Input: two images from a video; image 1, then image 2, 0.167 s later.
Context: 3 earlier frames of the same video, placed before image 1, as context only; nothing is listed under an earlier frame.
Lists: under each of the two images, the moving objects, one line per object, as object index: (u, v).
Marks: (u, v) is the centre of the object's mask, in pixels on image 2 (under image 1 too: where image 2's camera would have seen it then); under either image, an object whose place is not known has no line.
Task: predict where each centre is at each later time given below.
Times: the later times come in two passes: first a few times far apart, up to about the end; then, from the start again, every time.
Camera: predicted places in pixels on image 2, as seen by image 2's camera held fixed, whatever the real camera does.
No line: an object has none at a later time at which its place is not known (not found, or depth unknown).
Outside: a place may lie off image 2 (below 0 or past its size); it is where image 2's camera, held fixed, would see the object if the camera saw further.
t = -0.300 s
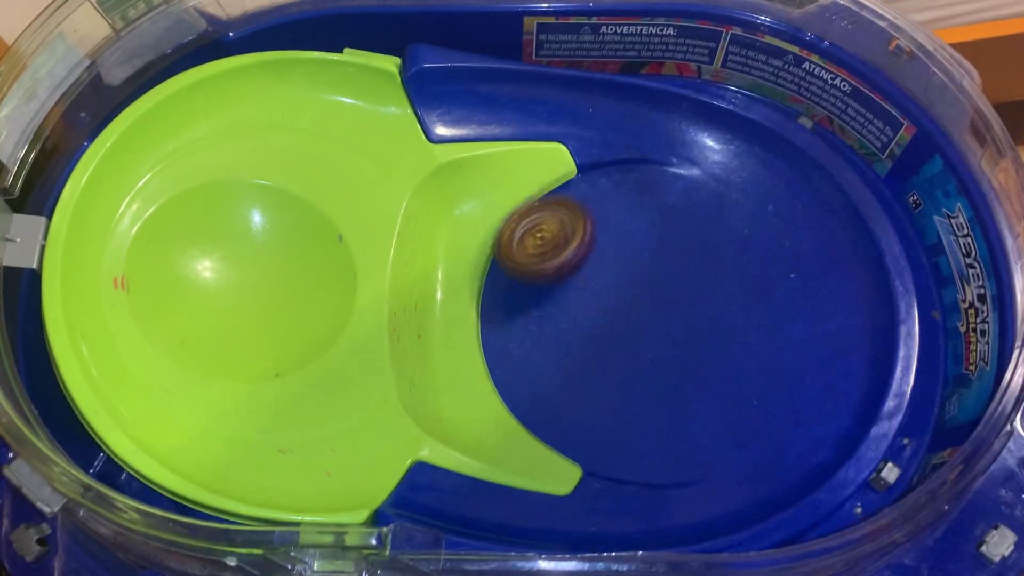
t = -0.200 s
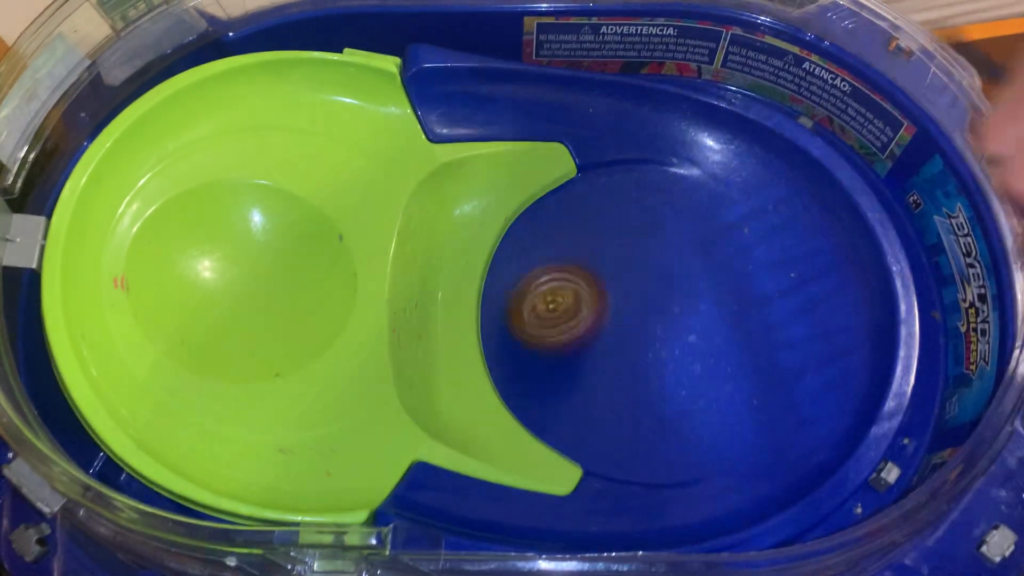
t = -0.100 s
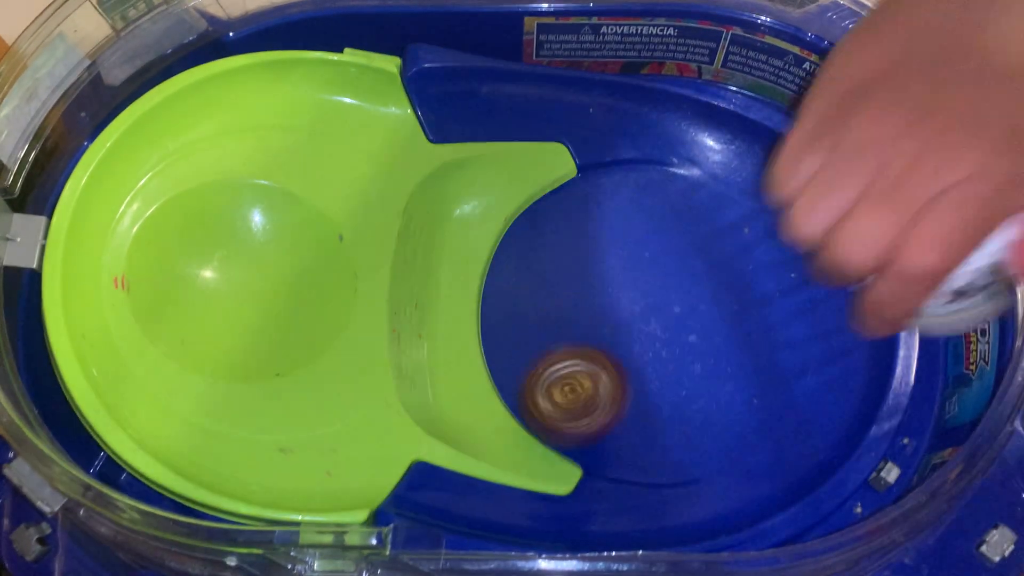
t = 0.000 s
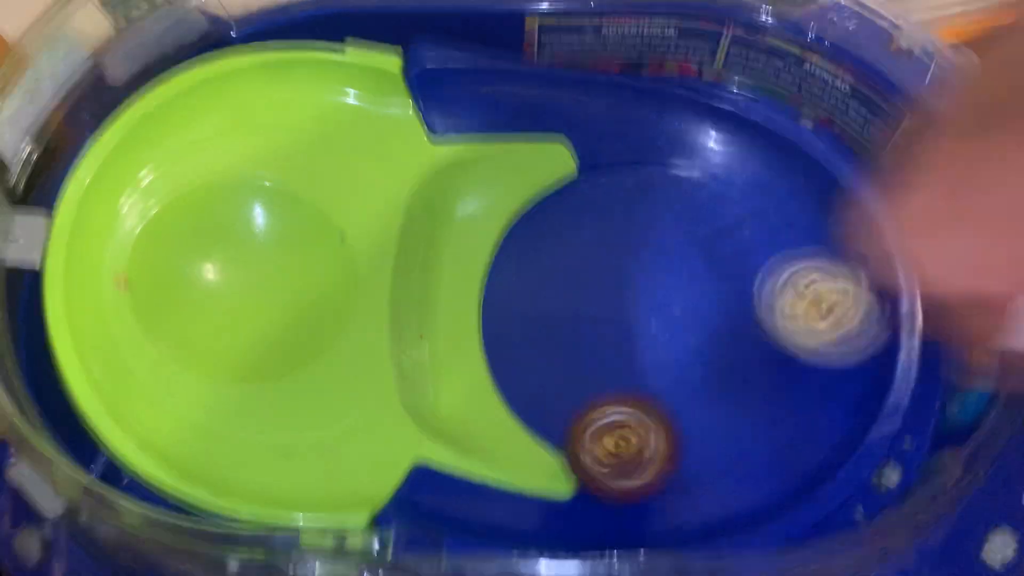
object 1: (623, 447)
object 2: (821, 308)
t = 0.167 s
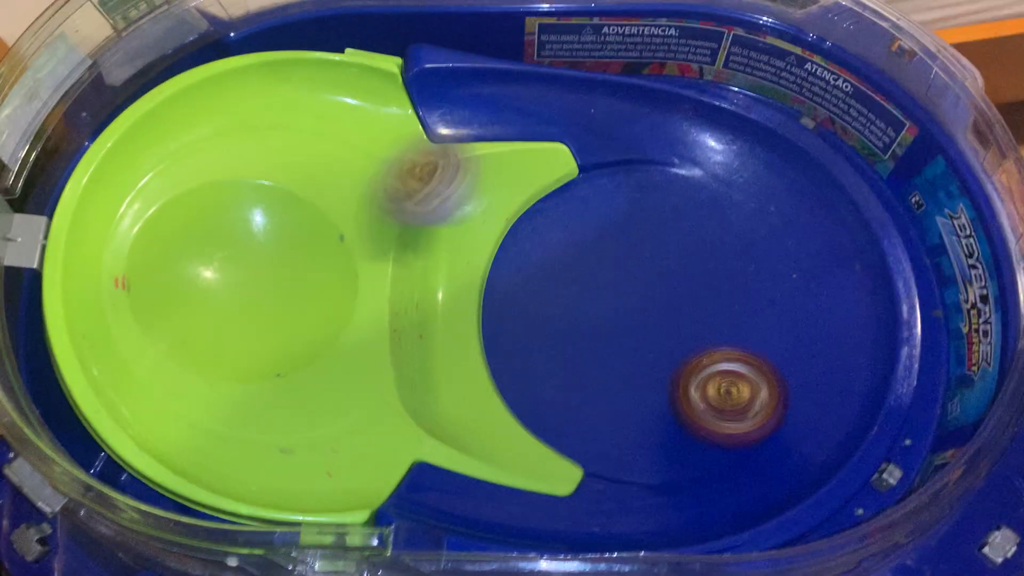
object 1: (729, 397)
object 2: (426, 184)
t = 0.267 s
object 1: (716, 343)
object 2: (253, 173)
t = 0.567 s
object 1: (505, 290)
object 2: (359, 361)
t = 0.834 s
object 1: (737, 228)
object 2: (779, 419)
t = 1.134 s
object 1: (533, 102)
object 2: (669, 248)
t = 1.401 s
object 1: (278, 257)
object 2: (483, 409)
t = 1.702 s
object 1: (432, 268)
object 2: (838, 342)
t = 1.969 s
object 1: (607, 286)
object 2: (569, 173)
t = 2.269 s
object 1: (745, 219)
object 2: (655, 503)
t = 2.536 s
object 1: (674, 222)
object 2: (791, 160)
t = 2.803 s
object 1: (712, 390)
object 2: (318, 220)
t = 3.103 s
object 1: (778, 295)
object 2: (383, 355)
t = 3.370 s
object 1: (576, 254)
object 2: (729, 379)
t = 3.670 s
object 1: (535, 330)
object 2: (720, 229)
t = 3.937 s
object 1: (662, 405)
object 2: (610, 226)
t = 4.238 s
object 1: (762, 298)
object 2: (619, 306)
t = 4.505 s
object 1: (665, 198)
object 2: (663, 355)
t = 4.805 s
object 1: (568, 334)
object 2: (694, 294)
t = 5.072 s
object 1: (669, 433)
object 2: (645, 266)
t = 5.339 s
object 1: (824, 341)
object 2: (574, 278)
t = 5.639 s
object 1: (682, 219)
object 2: (519, 281)
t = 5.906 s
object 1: (779, 310)
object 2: (474, 365)
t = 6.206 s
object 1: (770, 267)
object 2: (480, 278)
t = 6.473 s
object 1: (607, 359)
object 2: (499, 232)
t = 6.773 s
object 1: (577, 418)
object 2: (696, 296)
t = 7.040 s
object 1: (590, 335)
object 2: (792, 213)
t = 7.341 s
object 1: (536, 231)
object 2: (644, 417)
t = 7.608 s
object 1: (634, 266)
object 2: (702, 412)
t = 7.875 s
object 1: (776, 189)
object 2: (607, 411)
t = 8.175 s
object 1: (714, 267)
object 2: (578, 308)
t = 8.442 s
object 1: (628, 441)
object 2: (679, 236)
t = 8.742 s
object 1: (583, 312)
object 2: (769, 295)
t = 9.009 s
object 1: (558, 214)
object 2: (648, 351)
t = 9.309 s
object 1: (700, 248)
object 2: (536, 283)
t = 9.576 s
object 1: (784, 348)
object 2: (558, 260)
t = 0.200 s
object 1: (732, 379)
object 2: (364, 173)
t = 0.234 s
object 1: (728, 361)
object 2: (309, 172)
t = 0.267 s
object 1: (716, 343)
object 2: (253, 173)
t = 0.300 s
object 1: (698, 326)
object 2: (202, 182)
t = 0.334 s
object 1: (675, 312)
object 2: (165, 193)
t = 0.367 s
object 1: (648, 299)
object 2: (144, 213)
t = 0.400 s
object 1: (618, 288)
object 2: (137, 243)
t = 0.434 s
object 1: (586, 281)
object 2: (155, 273)
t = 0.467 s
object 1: (555, 278)
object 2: (198, 304)
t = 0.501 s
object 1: (523, 279)
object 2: (249, 343)
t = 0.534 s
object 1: (492, 284)
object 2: (301, 352)
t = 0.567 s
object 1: (505, 290)
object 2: (359, 361)
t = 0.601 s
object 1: (522, 305)
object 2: (424, 365)
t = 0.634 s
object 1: (546, 318)
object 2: (483, 379)
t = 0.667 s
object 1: (582, 307)
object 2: (519, 410)
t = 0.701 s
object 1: (623, 291)
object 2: (564, 425)
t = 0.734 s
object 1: (660, 275)
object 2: (611, 442)
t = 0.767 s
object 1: (691, 260)
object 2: (665, 441)
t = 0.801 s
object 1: (718, 244)
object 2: (723, 433)
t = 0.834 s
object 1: (737, 228)
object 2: (779, 419)
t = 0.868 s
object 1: (753, 213)
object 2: (828, 395)
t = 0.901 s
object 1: (761, 197)
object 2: (851, 348)
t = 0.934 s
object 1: (762, 187)
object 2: (858, 298)
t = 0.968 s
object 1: (756, 179)
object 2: (859, 260)
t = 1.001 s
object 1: (736, 167)
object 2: (832, 232)
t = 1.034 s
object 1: (688, 140)
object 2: (802, 227)
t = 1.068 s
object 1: (637, 122)
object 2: (765, 228)
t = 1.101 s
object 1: (586, 109)
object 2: (716, 235)
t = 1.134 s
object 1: (533, 102)
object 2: (669, 248)
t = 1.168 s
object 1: (484, 105)
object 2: (617, 266)
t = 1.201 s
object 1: (440, 119)
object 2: (564, 288)
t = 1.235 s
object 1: (399, 144)
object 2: (519, 314)
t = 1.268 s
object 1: (362, 164)
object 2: (480, 338)
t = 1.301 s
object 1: (335, 184)
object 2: (450, 362)
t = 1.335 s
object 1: (316, 204)
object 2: (455, 374)
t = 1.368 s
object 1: (299, 233)
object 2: (467, 388)
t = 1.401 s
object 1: (278, 257)
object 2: (483, 409)
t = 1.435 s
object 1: (263, 278)
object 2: (505, 424)
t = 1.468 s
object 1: (258, 296)
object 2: (541, 428)
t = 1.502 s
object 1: (267, 309)
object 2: (579, 427)
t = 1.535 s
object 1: (285, 315)
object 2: (620, 425)
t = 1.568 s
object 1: (311, 309)
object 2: (665, 418)
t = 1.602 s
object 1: (339, 295)
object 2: (714, 404)
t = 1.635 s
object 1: (366, 280)
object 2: (761, 388)
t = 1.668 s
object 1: (397, 270)
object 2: (803, 369)
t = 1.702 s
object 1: (432, 268)
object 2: (838, 342)
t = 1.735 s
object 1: (462, 269)
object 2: (858, 305)
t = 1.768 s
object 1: (485, 263)
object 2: (854, 263)
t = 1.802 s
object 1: (508, 265)
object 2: (840, 224)
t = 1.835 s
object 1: (530, 267)
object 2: (806, 196)
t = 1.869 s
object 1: (552, 273)
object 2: (754, 172)
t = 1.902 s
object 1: (569, 279)
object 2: (689, 161)
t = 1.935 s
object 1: (588, 284)
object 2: (629, 159)
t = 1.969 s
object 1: (607, 286)
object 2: (569, 173)
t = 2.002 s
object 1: (623, 285)
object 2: (511, 202)
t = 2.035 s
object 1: (643, 283)
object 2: (462, 240)
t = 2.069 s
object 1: (663, 281)
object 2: (452, 287)
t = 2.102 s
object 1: (682, 276)
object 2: (461, 340)
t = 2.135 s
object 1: (701, 267)
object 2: (476, 390)
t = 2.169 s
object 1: (718, 258)
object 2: (517, 413)
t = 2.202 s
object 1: (730, 246)
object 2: (559, 445)
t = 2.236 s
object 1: (740, 233)
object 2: (603, 482)
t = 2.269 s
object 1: (745, 219)
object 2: (655, 503)
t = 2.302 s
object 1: (744, 209)
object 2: (718, 498)
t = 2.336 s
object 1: (740, 200)
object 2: (769, 474)
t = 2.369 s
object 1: (732, 194)
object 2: (808, 439)
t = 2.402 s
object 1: (721, 191)
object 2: (850, 390)
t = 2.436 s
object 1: (709, 193)
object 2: (872, 330)
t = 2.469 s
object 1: (698, 199)
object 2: (866, 269)
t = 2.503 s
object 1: (685, 208)
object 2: (834, 212)
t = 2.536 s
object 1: (674, 222)
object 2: (791, 160)
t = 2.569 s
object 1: (667, 240)
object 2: (726, 128)
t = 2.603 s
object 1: (662, 262)
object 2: (651, 108)
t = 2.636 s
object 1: (660, 283)
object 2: (578, 102)
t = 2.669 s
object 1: (661, 307)
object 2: (510, 110)
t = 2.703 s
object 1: (667, 330)
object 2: (455, 127)
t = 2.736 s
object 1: (677, 351)
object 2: (394, 162)
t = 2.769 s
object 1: (692, 371)
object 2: (354, 187)
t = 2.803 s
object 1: (712, 390)
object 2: (318, 220)
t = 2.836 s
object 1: (731, 402)
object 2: (287, 262)
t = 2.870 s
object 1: (753, 407)
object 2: (258, 293)
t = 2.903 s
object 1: (775, 404)
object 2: (243, 317)
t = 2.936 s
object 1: (794, 396)
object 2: (242, 333)
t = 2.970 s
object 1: (807, 381)
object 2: (252, 341)
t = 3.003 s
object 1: (812, 359)
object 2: (275, 347)
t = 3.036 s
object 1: (810, 335)
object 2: (305, 347)
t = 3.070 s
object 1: (799, 313)
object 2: (344, 348)
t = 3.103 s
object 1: (778, 295)
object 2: (383, 355)
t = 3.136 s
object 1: (752, 282)
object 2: (434, 361)
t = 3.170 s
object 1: (723, 275)
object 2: (481, 376)
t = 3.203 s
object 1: (692, 273)
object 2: (536, 369)
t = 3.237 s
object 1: (659, 274)
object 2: (584, 367)
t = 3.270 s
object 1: (634, 266)
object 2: (625, 375)
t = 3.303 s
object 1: (616, 258)
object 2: (662, 384)
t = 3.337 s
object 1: (597, 253)
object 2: (699, 383)
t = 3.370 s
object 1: (576, 254)
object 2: (729, 379)
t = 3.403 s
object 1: (552, 257)
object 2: (752, 367)
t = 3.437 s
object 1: (532, 265)
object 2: (769, 352)
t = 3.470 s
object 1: (512, 272)
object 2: (775, 334)
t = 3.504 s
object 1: (497, 280)
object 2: (775, 311)
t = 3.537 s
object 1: (501, 290)
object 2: (772, 290)
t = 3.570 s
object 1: (511, 303)
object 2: (763, 269)
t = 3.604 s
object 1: (518, 314)
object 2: (754, 252)
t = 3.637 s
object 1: (526, 323)
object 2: (737, 240)
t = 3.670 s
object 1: (535, 330)
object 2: (720, 229)
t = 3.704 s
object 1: (551, 338)
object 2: (701, 225)
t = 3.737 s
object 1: (567, 343)
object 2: (678, 225)
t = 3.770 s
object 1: (584, 346)
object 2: (659, 226)
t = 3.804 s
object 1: (602, 346)
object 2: (642, 237)
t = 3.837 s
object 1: (615, 353)
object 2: (629, 239)
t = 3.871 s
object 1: (628, 377)
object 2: (625, 230)
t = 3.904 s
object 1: (641, 393)
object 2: (618, 227)
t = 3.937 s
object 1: (662, 405)
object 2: (610, 226)
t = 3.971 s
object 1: (685, 411)
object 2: (604, 229)
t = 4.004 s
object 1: (709, 412)
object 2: (598, 237)
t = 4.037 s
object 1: (730, 406)
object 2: (592, 244)
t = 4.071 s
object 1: (751, 394)
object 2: (591, 252)
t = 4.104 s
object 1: (765, 379)
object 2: (593, 263)
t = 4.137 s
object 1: (773, 360)
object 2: (595, 275)
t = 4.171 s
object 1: (775, 340)
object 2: (600, 284)
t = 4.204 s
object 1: (772, 318)
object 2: (609, 294)
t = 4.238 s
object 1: (762, 298)
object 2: (619, 306)
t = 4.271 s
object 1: (749, 282)
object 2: (630, 312)
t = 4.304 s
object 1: (744, 263)
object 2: (631, 318)
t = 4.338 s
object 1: (742, 245)
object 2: (630, 325)
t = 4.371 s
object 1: (733, 228)
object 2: (632, 335)
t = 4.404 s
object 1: (720, 214)
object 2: (637, 343)
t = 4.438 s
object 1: (702, 204)
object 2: (643, 349)
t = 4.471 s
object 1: (684, 198)
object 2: (652, 352)
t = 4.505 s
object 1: (665, 198)
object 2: (663, 355)
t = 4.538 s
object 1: (646, 201)
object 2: (672, 356)
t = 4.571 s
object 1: (628, 209)
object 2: (680, 355)
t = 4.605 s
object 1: (612, 222)
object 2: (687, 349)
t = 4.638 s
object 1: (599, 237)
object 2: (693, 342)
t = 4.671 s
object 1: (589, 255)
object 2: (696, 334)
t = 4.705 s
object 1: (581, 275)
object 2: (696, 323)
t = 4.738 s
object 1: (576, 296)
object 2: (694, 314)
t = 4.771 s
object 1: (575, 316)
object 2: (689, 305)
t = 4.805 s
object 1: (568, 334)
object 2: (694, 294)
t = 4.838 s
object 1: (567, 354)
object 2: (696, 284)
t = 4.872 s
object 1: (571, 373)
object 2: (695, 275)
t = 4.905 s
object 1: (579, 393)
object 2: (690, 267)
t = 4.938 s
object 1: (592, 409)
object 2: (684, 262)
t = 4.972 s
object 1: (610, 422)
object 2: (674, 260)
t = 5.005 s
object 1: (628, 431)
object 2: (663, 259)
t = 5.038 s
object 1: (648, 434)
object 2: (655, 261)
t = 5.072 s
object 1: (669, 433)
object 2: (645, 266)
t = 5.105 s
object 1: (687, 427)
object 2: (638, 274)
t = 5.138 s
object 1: (705, 415)
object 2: (633, 284)
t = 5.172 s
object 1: (720, 399)
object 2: (630, 298)
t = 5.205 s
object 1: (729, 380)
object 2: (630, 310)
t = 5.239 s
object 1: (742, 369)
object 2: (625, 312)
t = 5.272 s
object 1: (777, 367)
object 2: (605, 297)
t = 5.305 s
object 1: (804, 357)
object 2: (589, 286)
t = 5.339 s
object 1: (824, 341)
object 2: (574, 278)
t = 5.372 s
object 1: (837, 317)
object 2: (563, 274)
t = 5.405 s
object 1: (841, 293)
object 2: (553, 273)
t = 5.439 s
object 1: (837, 269)
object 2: (545, 273)
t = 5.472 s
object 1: (824, 245)
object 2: (538, 275)
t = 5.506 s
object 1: (803, 227)
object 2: (533, 276)
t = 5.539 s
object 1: (775, 214)
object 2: (528, 277)
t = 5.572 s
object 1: (743, 208)
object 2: (524, 279)
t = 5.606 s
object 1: (712, 211)
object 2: (520, 279)
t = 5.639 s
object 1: (682, 219)
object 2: (519, 281)
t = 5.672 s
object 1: (654, 231)
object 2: (520, 283)
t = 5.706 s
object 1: (625, 248)
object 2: (522, 285)
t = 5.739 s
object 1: (643, 264)
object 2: (496, 289)
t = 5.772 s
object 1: (678, 277)
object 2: (491, 297)
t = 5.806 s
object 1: (712, 292)
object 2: (483, 313)
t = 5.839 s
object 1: (739, 302)
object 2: (480, 337)
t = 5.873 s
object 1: (760, 308)
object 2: (476, 365)
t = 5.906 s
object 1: (779, 310)
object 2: (474, 365)
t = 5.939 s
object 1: (798, 311)
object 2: (473, 364)
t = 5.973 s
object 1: (812, 305)
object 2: (474, 357)
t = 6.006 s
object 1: (823, 296)
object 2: (474, 350)
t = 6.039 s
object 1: (826, 286)
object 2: (475, 342)
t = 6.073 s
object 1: (824, 278)
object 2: (478, 330)
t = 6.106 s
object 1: (818, 269)
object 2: (479, 316)
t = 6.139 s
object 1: (806, 265)
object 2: (480, 302)
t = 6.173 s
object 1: (790, 264)
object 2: (480, 290)
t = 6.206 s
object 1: (770, 267)
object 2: (480, 278)
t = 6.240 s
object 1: (750, 274)
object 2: (483, 266)
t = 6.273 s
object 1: (730, 282)
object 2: (484, 254)
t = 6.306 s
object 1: (707, 292)
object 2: (486, 244)
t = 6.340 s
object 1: (685, 303)
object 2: (486, 237)
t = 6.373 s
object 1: (663, 317)
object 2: (487, 235)
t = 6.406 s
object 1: (644, 330)
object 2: (491, 233)
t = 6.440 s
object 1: (625, 344)
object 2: (495, 232)
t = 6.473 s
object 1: (607, 359)
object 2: (499, 232)
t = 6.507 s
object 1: (591, 374)
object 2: (504, 236)
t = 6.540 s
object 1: (580, 387)
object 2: (517, 249)
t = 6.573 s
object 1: (571, 399)
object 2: (532, 261)
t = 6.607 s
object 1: (567, 408)
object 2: (549, 269)
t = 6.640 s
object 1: (571, 411)
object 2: (567, 279)
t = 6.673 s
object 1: (581, 409)
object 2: (590, 293)
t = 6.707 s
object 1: (591, 405)
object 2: (614, 303)
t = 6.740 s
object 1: (588, 404)
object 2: (650, 310)
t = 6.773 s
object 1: (577, 418)
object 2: (696, 296)
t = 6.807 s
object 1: (581, 413)
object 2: (744, 288)
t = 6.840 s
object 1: (586, 411)
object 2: (785, 278)
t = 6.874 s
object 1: (591, 400)
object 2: (818, 257)
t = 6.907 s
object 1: (595, 390)
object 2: (845, 243)
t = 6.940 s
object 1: (599, 377)
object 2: (850, 223)
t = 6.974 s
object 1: (597, 365)
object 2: (842, 213)
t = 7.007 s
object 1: (595, 350)
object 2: (825, 215)
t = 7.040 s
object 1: (590, 335)
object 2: (792, 213)
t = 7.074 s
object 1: (584, 320)
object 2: (758, 220)
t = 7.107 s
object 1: (580, 303)
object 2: (732, 231)
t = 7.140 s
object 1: (573, 287)
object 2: (703, 247)
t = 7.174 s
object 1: (567, 273)
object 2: (678, 270)
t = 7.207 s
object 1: (555, 254)
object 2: (664, 294)
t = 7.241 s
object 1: (544, 241)
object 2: (653, 323)
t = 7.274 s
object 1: (534, 230)
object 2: (650, 356)
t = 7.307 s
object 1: (529, 223)
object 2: (644, 386)
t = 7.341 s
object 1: (536, 231)
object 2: (644, 417)
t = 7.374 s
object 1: (546, 238)
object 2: (643, 439)
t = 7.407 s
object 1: (553, 247)
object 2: (649, 451)
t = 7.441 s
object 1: (564, 254)
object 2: (657, 452)
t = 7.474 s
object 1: (577, 258)
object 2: (672, 452)
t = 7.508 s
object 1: (589, 263)
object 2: (682, 445)
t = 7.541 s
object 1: (602, 263)
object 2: (695, 436)
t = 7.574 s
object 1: (617, 265)
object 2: (699, 422)
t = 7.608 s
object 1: (634, 266)
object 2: (702, 412)
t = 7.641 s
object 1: (650, 269)
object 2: (699, 399)
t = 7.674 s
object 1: (667, 273)
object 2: (697, 385)
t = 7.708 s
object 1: (689, 267)
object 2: (684, 381)
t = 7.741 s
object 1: (715, 240)
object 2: (662, 395)
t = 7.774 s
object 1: (741, 221)
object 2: (646, 403)
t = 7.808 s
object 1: (759, 209)
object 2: (629, 409)
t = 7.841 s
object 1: (770, 196)
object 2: (620, 409)
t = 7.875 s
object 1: (776, 189)
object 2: (607, 411)
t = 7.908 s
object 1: (780, 180)
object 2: (597, 410)
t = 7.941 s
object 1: (777, 181)
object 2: (586, 401)
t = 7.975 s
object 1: (773, 180)
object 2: (581, 394)
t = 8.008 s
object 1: (765, 187)
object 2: (580, 383)
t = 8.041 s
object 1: (757, 196)
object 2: (572, 372)
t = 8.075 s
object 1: (746, 212)
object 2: (570, 356)
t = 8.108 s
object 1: (736, 228)
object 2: (572, 338)
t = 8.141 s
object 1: (725, 248)
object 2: (577, 328)
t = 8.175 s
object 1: (714, 267)
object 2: (578, 308)
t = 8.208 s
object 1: (700, 289)
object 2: (584, 291)
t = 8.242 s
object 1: (687, 309)
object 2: (593, 277)
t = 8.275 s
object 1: (671, 338)
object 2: (599, 269)
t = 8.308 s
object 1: (661, 361)
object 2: (606, 256)
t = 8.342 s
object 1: (652, 390)
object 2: (621, 246)
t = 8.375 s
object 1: (642, 410)
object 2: (643, 240)
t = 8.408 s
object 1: (635, 433)
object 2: (661, 238)
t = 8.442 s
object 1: (628, 441)
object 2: (679, 236)
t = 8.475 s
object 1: (625, 439)
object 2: (694, 236)
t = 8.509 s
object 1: (620, 434)
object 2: (710, 237)
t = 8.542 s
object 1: (620, 417)
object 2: (727, 240)
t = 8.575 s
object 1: (615, 402)
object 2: (742, 246)
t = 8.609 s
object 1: (614, 384)
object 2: (752, 257)
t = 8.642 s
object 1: (608, 366)
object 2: (757, 265)
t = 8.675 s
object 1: (603, 349)
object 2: (762, 270)
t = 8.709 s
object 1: (595, 332)
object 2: (767, 282)
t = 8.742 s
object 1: (583, 312)
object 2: (769, 295)
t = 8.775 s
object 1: (575, 295)
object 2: (763, 312)
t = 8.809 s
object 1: (564, 277)
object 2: (752, 322)
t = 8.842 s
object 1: (557, 258)
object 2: (743, 332)
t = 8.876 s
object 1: (553, 243)
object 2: (732, 338)
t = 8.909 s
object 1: (549, 229)
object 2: (718, 343)
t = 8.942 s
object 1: (546, 217)
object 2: (695, 346)
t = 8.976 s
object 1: (549, 211)
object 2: (674, 350)
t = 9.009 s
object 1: (558, 214)
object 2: (648, 351)
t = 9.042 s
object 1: (565, 216)
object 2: (633, 349)
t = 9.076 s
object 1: (574, 219)
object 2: (615, 342)
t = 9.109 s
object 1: (585, 221)
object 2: (605, 335)
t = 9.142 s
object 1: (603, 222)
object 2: (586, 329)
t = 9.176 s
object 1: (626, 224)
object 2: (571, 325)
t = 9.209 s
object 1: (641, 229)
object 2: (557, 317)
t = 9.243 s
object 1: (662, 230)
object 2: (542, 303)
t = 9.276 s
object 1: (685, 238)
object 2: (536, 292)
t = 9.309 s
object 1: (700, 248)
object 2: (536, 283)
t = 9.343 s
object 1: (719, 255)
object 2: (531, 271)
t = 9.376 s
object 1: (739, 268)
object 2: (529, 262)
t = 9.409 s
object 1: (751, 281)
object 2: (532, 253)
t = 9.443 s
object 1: (765, 293)
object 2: (537, 252)
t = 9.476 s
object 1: (775, 308)
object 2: (542, 256)
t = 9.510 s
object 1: (779, 322)
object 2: (545, 258)
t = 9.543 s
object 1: (784, 335)
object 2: (551, 258)
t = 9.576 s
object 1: (784, 348)
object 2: (558, 260)
